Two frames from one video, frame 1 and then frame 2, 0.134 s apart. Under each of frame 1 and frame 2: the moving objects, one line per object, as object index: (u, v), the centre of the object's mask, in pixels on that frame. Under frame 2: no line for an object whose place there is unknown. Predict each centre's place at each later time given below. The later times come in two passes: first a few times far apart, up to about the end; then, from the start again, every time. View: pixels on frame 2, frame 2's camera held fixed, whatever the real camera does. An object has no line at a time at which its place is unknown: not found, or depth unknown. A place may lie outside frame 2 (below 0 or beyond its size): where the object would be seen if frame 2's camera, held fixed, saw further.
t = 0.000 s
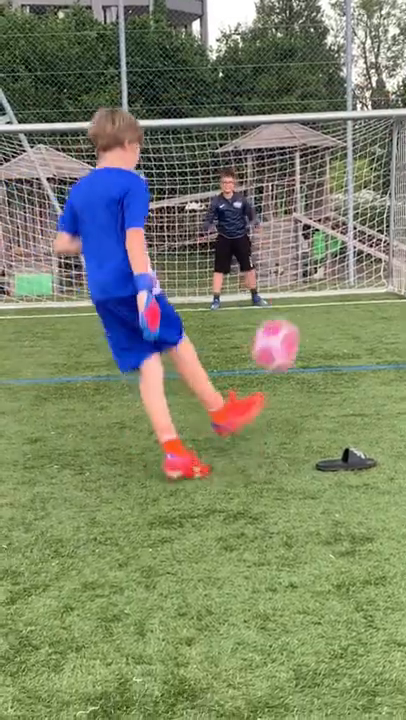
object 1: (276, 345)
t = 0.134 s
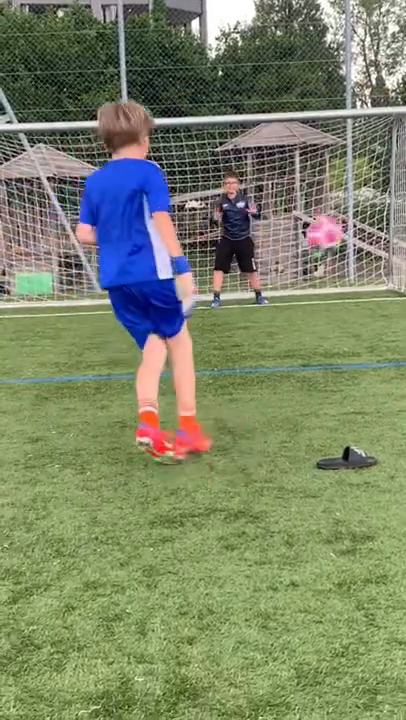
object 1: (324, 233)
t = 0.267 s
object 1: (352, 188)
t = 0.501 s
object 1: (378, 175)
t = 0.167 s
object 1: (333, 218)
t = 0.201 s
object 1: (340, 206)
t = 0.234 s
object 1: (346, 195)
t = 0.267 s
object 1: (352, 188)
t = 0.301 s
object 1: (358, 182)
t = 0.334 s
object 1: (362, 179)
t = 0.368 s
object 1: (366, 175)
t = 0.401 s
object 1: (370, 174)
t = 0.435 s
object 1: (372, 174)
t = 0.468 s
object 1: (374, 174)
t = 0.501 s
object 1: (378, 175)
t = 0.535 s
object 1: (381, 178)
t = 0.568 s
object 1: (382, 179)
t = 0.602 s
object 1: (383, 182)
